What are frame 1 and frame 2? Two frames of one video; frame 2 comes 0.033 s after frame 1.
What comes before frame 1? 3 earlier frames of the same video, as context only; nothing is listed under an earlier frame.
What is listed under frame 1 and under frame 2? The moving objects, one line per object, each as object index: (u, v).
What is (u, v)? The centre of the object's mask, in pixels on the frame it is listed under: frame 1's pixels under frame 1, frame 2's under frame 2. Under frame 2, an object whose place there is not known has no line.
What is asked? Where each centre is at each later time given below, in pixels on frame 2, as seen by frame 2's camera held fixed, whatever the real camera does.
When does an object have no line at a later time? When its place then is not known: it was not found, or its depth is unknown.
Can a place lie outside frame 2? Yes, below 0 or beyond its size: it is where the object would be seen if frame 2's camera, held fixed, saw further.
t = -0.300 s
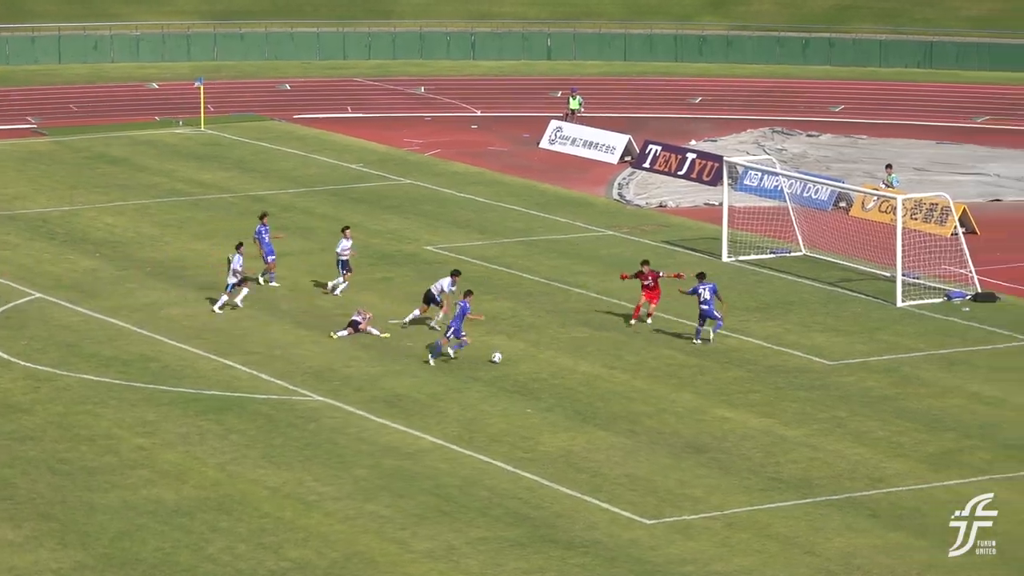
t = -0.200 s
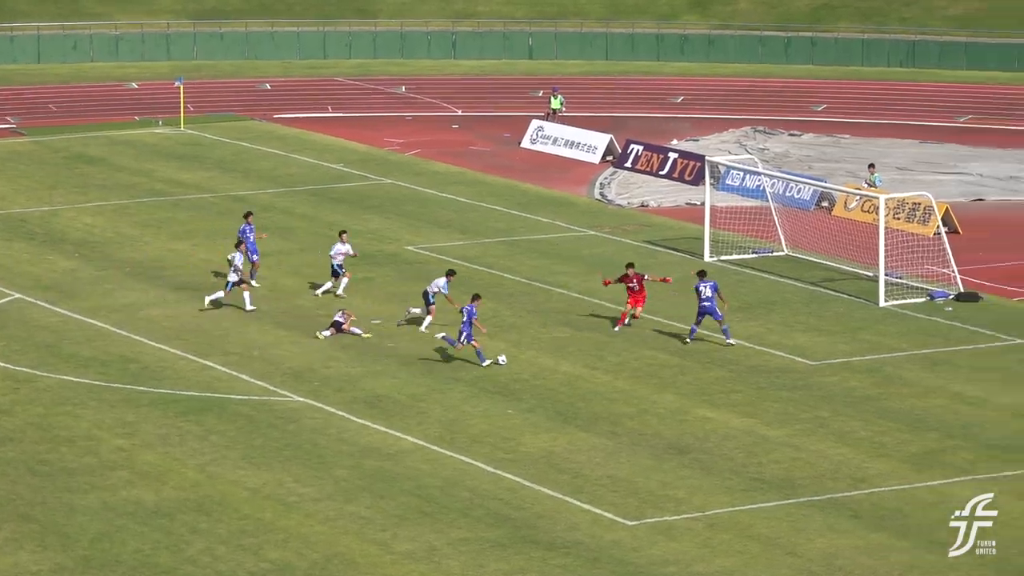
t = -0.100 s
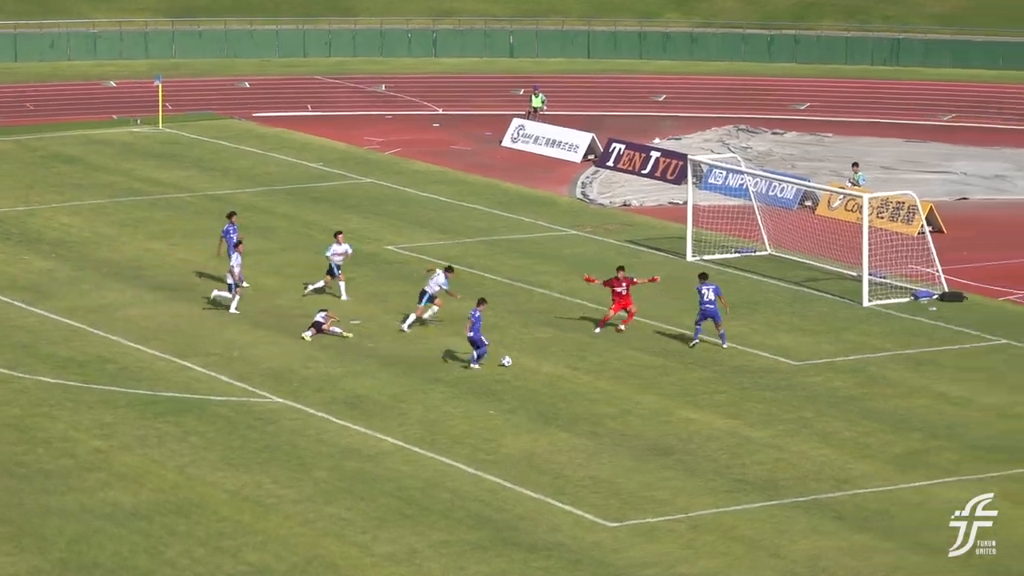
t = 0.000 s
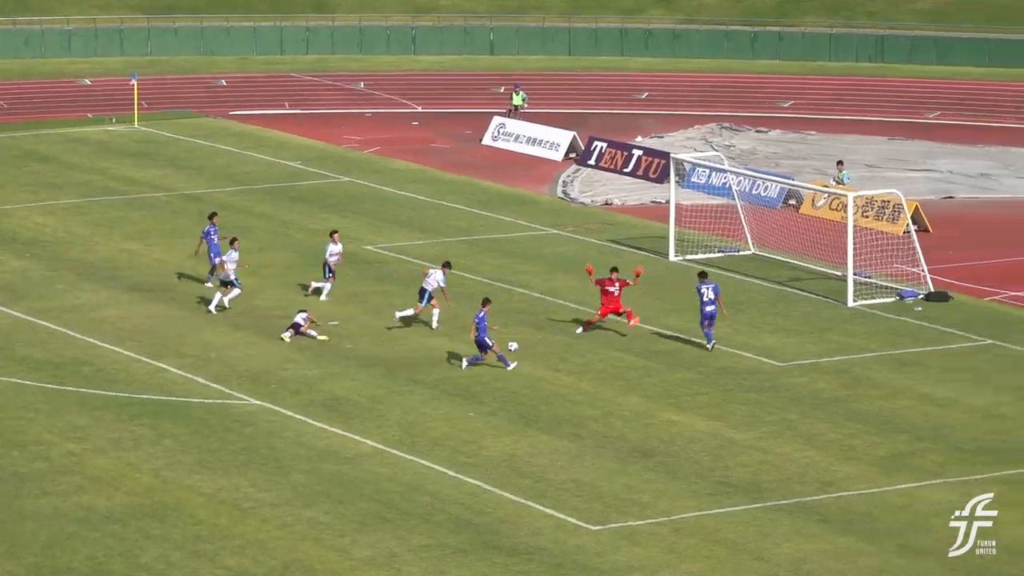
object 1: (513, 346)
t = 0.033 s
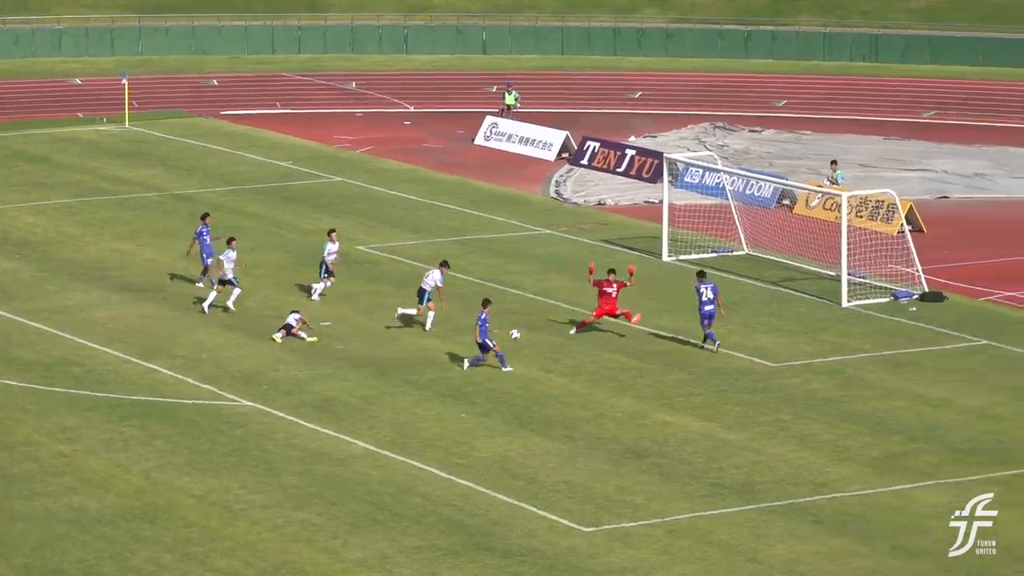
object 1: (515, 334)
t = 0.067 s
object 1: (523, 322)
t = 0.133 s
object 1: (539, 300)
